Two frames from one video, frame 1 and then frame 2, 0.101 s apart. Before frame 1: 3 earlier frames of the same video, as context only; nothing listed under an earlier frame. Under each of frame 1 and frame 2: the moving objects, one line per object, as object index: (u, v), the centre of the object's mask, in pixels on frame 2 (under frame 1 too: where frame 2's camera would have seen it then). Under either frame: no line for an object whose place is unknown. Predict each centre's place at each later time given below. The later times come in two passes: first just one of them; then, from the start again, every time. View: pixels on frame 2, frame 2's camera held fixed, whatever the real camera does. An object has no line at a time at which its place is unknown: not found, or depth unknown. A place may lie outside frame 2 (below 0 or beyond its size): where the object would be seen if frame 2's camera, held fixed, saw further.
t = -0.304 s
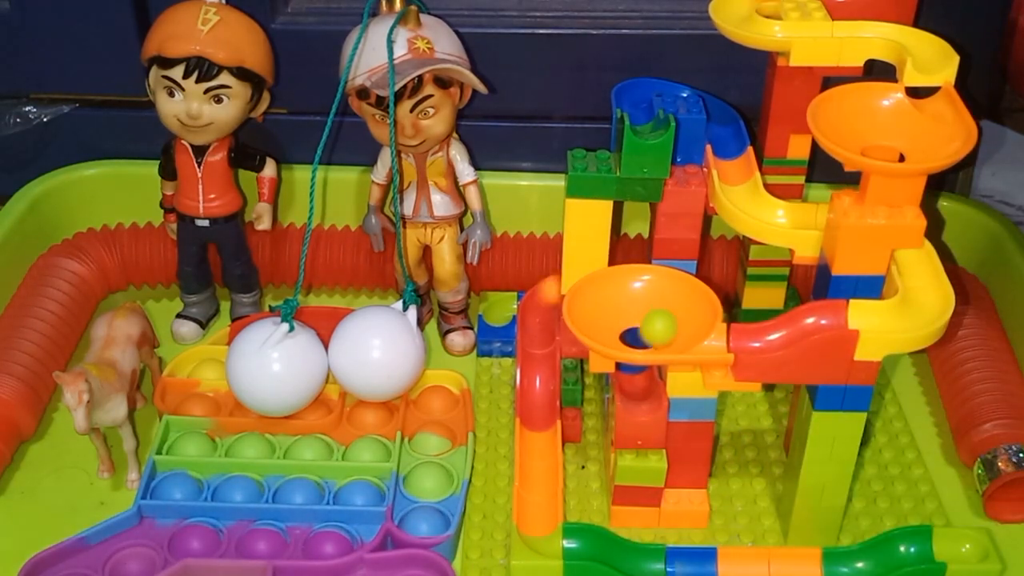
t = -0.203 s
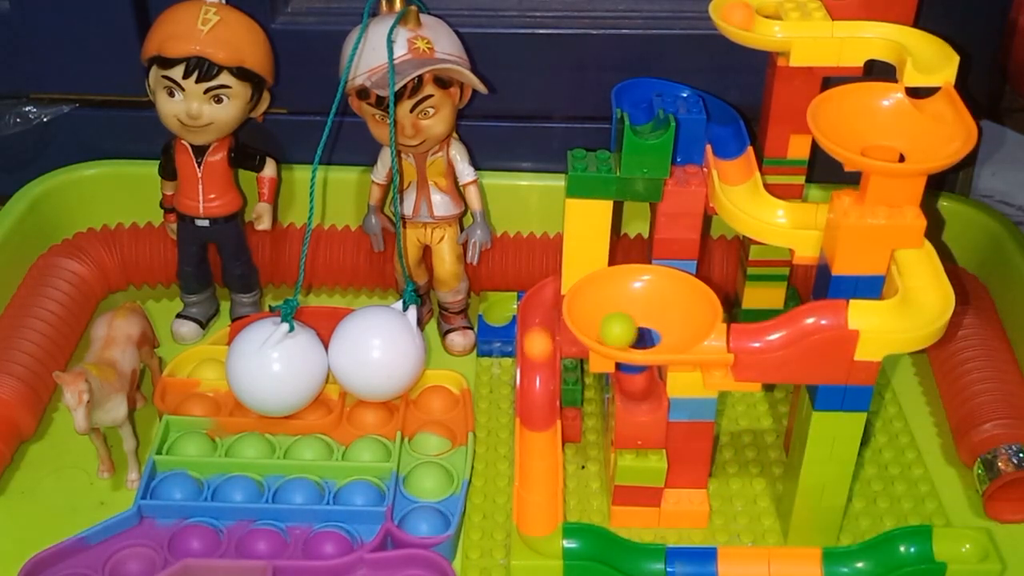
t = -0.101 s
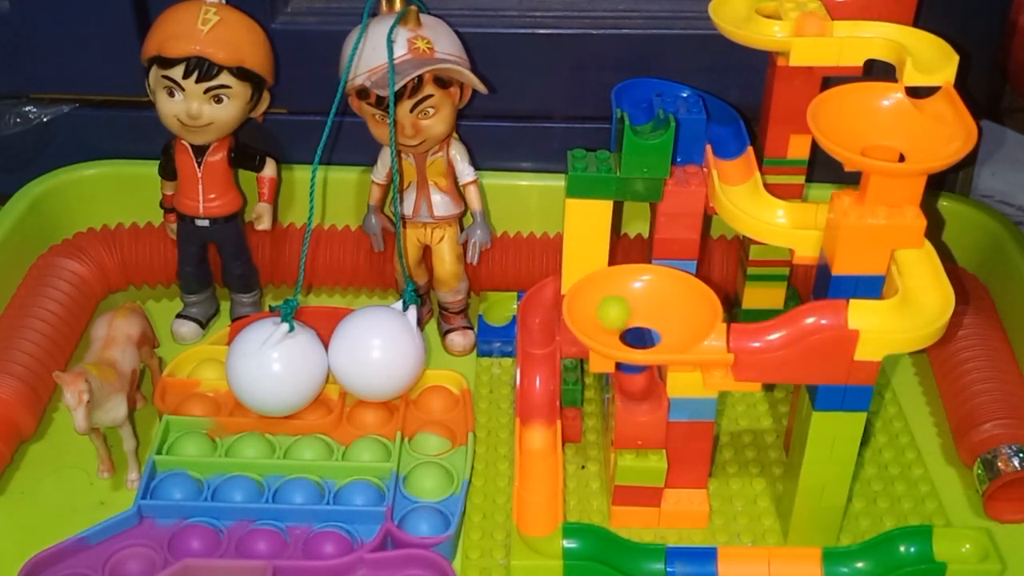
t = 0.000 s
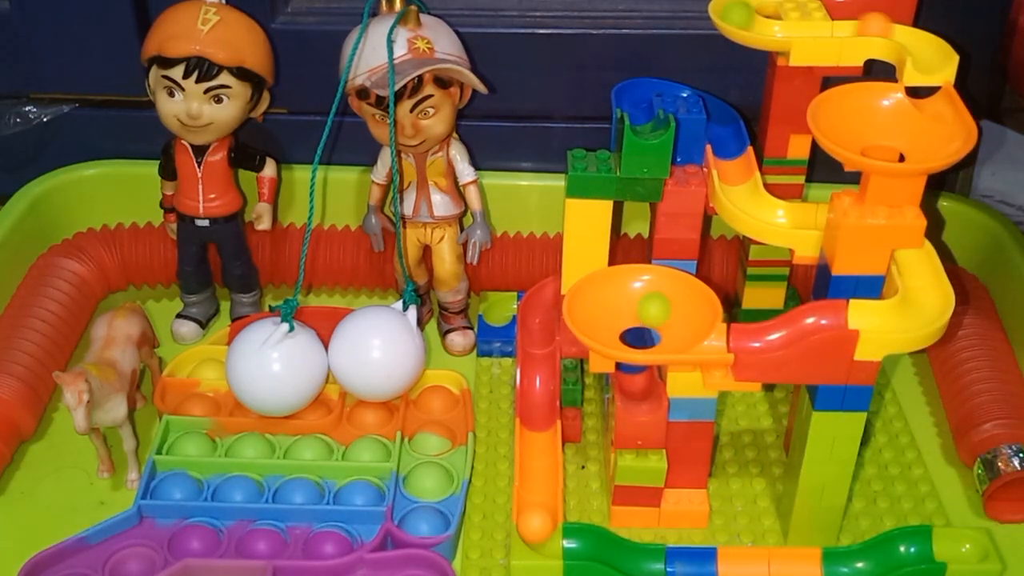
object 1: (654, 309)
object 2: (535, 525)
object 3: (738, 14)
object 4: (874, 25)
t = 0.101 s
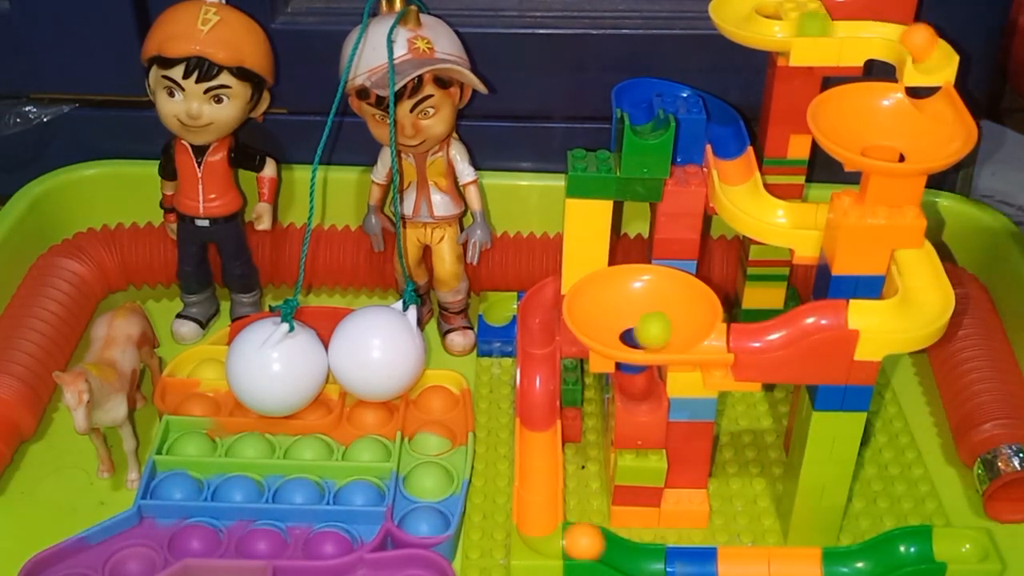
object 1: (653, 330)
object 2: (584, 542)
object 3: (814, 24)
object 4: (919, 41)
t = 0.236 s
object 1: (610, 320)
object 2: (696, 563)
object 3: (906, 33)
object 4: (936, 71)
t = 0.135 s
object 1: (640, 333)
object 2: (601, 546)
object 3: (839, 25)
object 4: (926, 47)
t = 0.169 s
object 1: (628, 332)
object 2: (624, 556)
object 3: (862, 25)
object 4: (930, 53)
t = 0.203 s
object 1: (616, 327)
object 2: (659, 562)
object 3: (885, 26)
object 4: (933, 58)
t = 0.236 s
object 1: (610, 320)
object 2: (696, 563)
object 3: (906, 33)
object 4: (936, 71)
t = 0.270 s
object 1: (611, 314)
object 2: (714, 564)
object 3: (920, 41)
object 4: (931, 97)
